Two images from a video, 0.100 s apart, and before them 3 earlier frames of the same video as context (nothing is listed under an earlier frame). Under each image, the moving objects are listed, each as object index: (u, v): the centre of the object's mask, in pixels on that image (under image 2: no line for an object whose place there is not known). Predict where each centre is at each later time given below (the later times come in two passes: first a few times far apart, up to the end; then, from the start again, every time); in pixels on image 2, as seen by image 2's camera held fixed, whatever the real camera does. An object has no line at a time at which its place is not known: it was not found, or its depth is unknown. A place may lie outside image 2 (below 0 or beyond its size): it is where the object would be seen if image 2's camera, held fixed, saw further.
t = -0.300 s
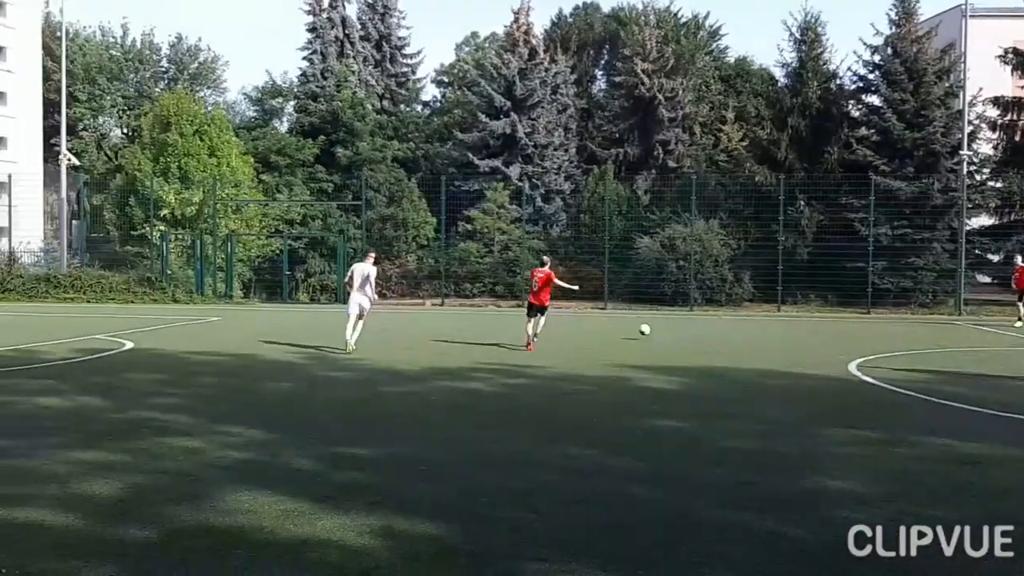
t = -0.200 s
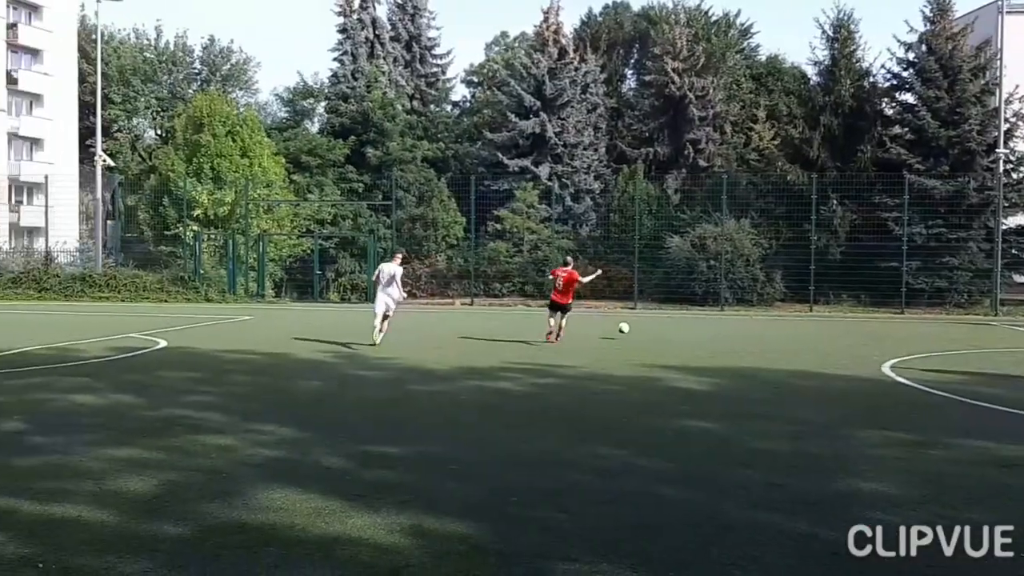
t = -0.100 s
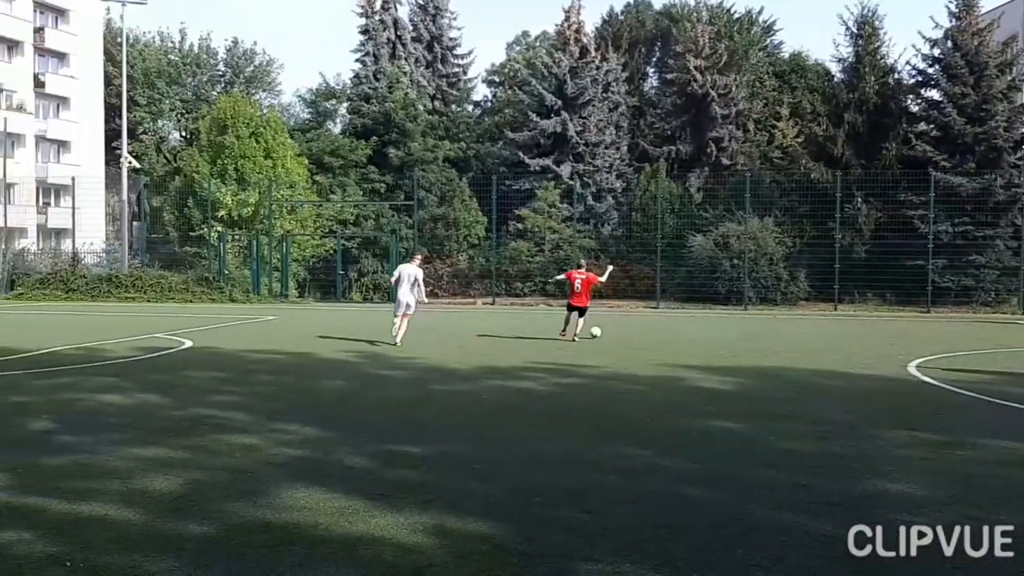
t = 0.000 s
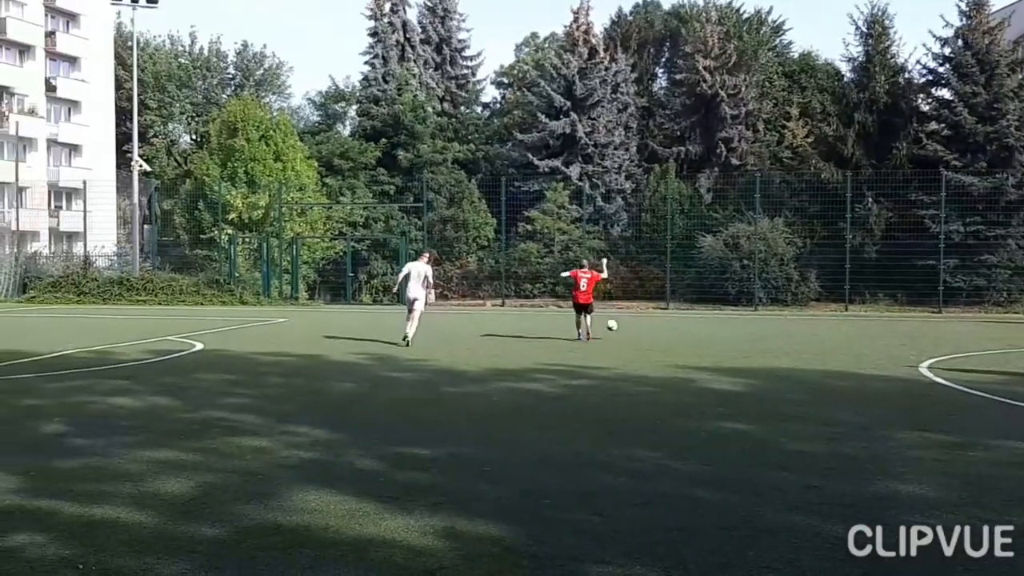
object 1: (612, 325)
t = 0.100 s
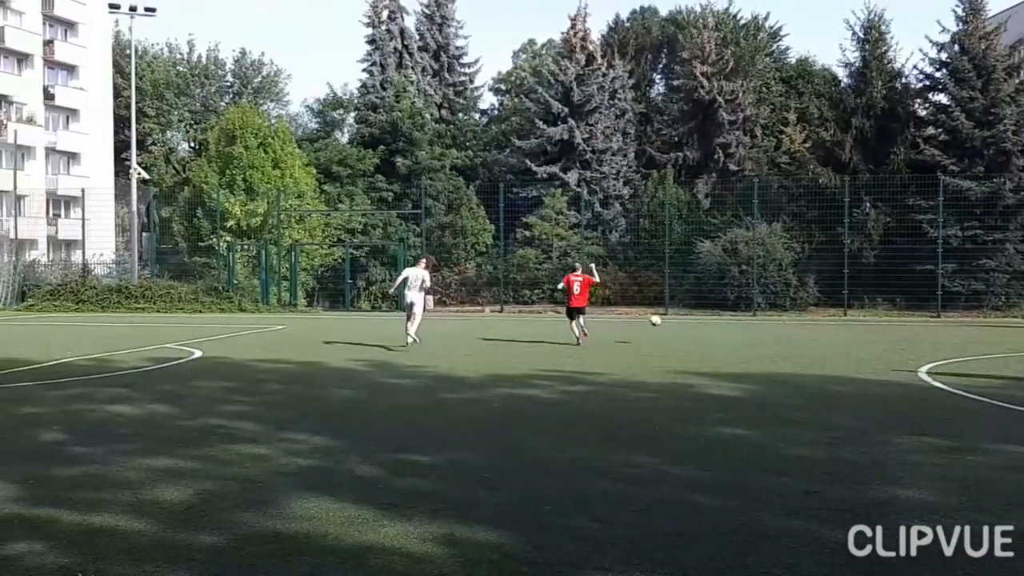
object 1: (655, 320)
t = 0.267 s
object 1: (725, 313)
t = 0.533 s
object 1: (832, 328)
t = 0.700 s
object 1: (886, 325)
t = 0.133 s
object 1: (669, 318)
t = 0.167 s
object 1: (684, 316)
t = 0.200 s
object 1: (698, 315)
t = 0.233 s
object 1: (712, 313)
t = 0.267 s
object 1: (725, 313)
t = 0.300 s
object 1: (739, 314)
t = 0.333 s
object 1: (753, 315)
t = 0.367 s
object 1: (768, 315)
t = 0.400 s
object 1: (780, 317)
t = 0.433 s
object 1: (793, 320)
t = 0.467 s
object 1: (806, 322)
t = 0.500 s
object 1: (819, 325)
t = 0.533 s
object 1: (832, 328)
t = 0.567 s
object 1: (845, 332)
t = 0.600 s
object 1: (858, 335)
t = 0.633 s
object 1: (867, 331)
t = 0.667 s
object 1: (877, 328)
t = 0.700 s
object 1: (886, 325)
